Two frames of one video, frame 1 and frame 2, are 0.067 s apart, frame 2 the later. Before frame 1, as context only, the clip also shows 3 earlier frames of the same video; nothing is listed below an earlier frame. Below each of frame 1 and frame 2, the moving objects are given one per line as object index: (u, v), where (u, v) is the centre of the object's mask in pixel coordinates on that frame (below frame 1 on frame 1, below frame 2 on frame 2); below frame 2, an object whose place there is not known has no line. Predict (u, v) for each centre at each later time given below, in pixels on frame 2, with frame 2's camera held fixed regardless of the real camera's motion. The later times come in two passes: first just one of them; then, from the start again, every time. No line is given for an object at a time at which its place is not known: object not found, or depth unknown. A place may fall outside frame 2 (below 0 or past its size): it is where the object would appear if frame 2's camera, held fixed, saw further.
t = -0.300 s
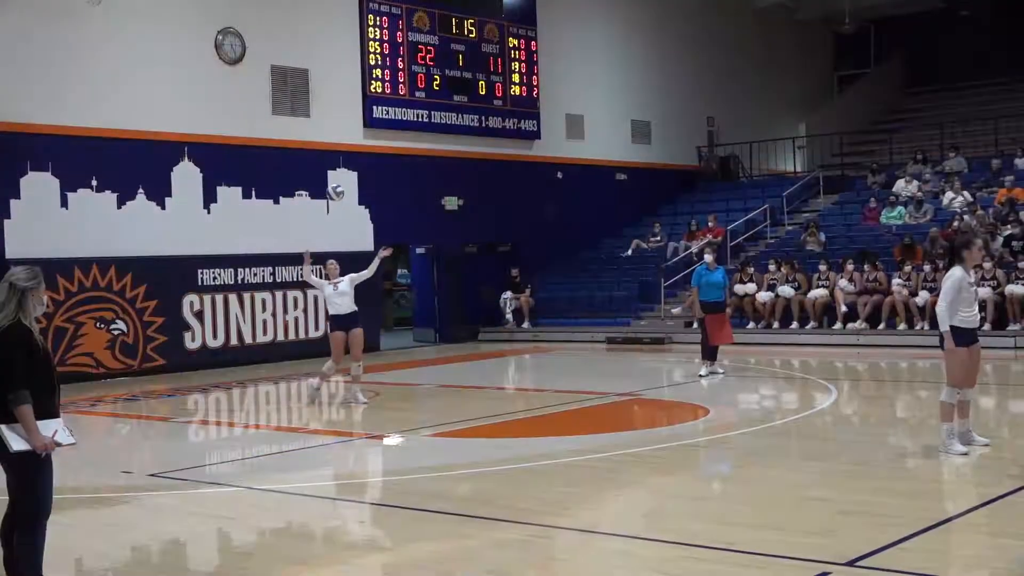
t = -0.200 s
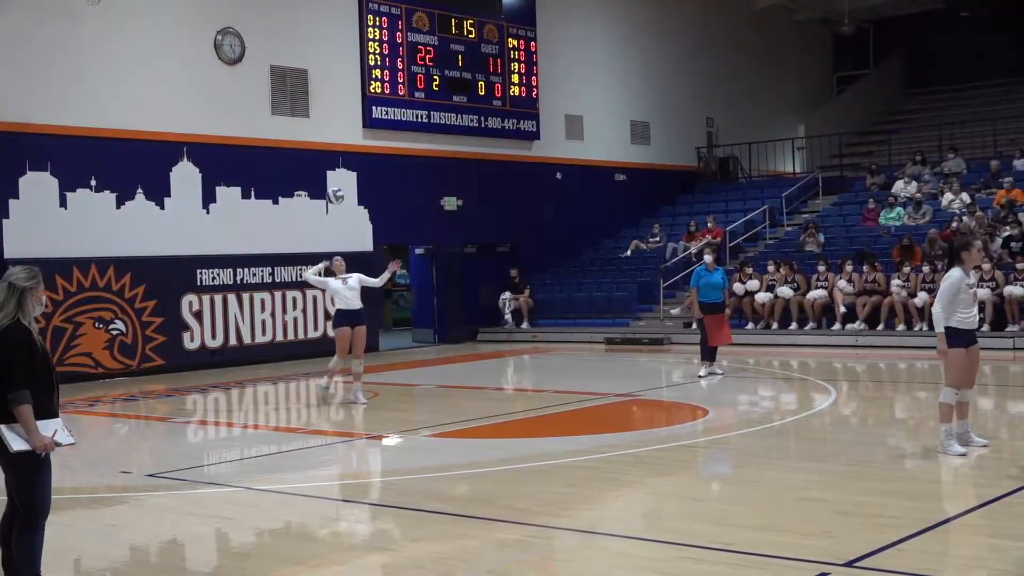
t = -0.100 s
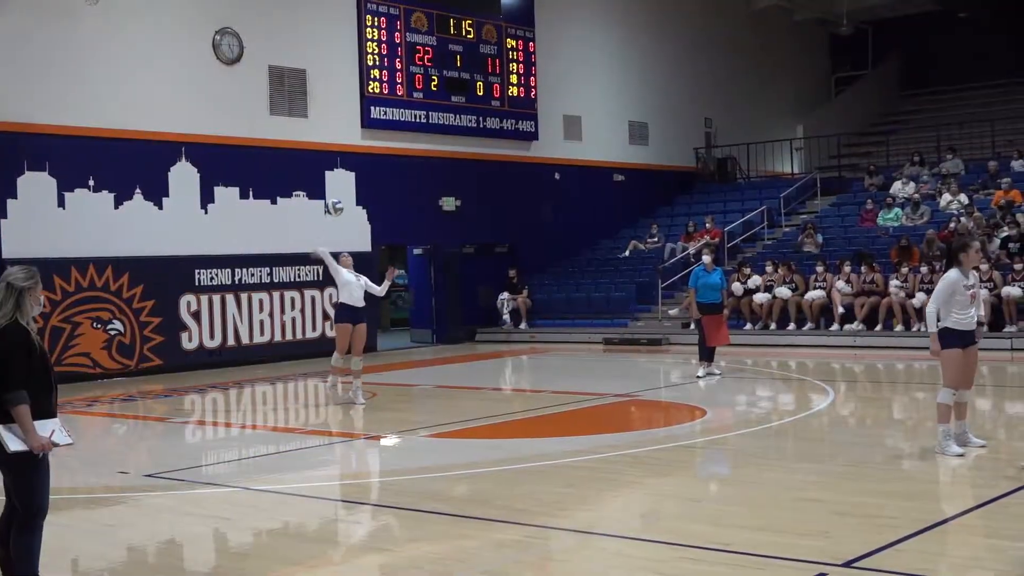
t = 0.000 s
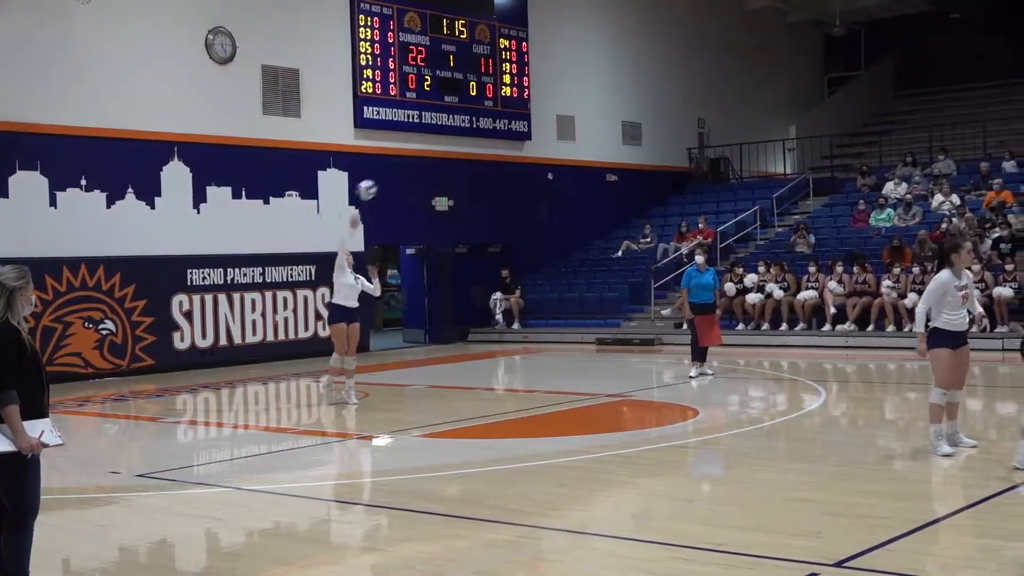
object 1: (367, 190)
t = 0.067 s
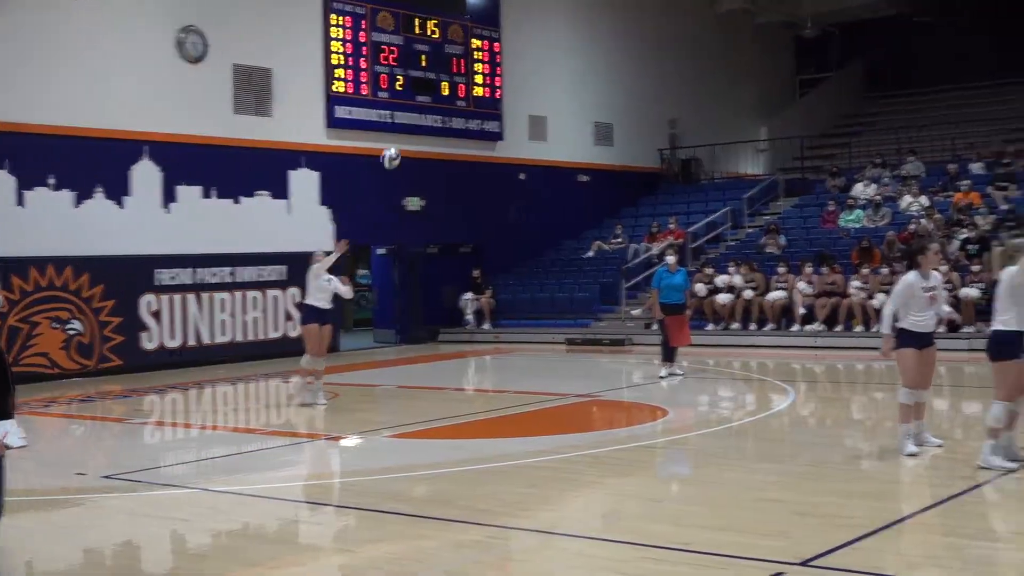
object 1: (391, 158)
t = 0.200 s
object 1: (514, 102)
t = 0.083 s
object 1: (405, 151)
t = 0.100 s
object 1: (418, 143)
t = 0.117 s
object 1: (434, 137)
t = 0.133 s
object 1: (449, 131)
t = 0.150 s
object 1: (465, 122)
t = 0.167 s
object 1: (481, 116)
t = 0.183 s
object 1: (497, 109)
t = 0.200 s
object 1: (514, 102)
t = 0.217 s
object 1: (531, 96)
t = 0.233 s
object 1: (549, 89)
